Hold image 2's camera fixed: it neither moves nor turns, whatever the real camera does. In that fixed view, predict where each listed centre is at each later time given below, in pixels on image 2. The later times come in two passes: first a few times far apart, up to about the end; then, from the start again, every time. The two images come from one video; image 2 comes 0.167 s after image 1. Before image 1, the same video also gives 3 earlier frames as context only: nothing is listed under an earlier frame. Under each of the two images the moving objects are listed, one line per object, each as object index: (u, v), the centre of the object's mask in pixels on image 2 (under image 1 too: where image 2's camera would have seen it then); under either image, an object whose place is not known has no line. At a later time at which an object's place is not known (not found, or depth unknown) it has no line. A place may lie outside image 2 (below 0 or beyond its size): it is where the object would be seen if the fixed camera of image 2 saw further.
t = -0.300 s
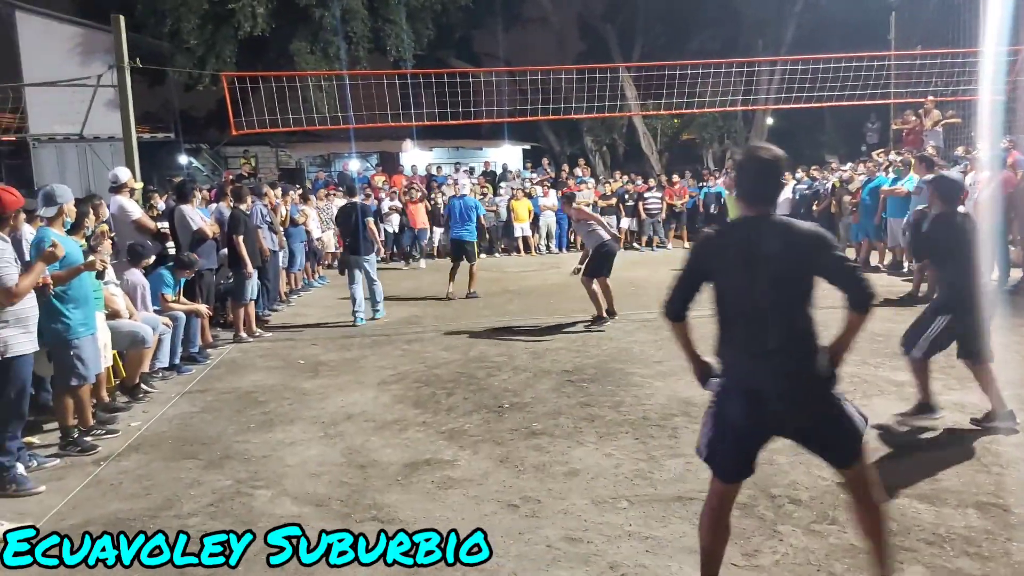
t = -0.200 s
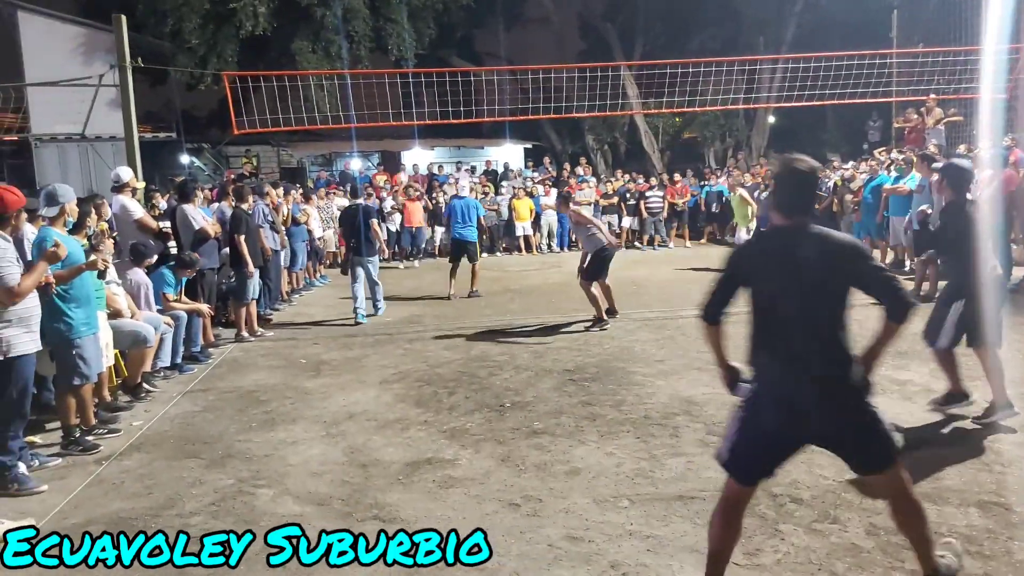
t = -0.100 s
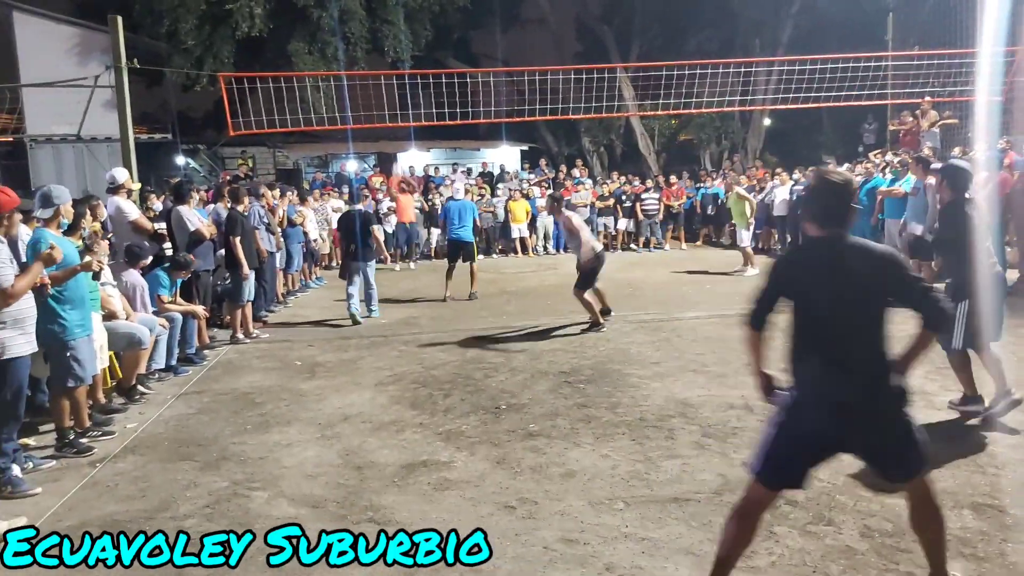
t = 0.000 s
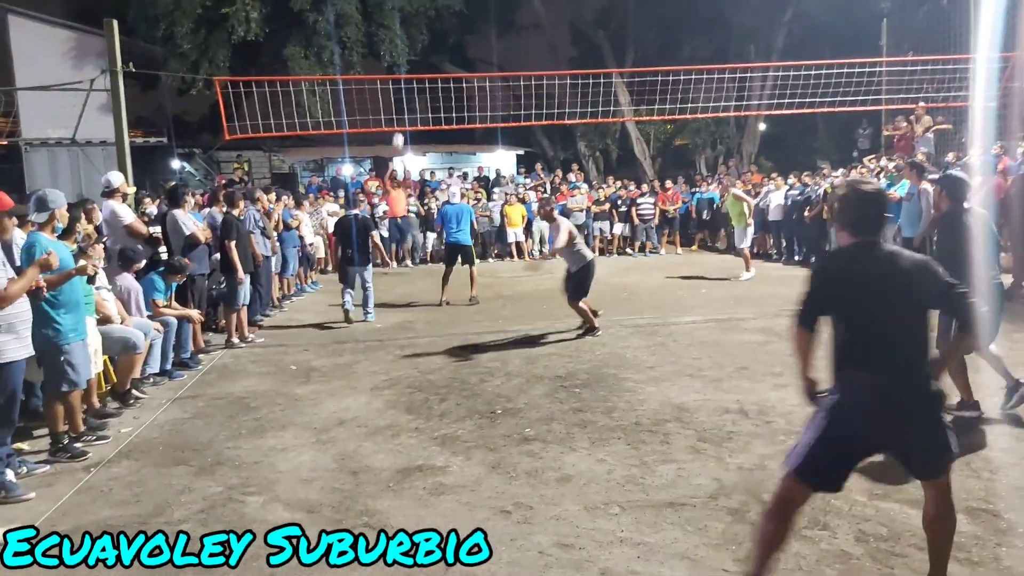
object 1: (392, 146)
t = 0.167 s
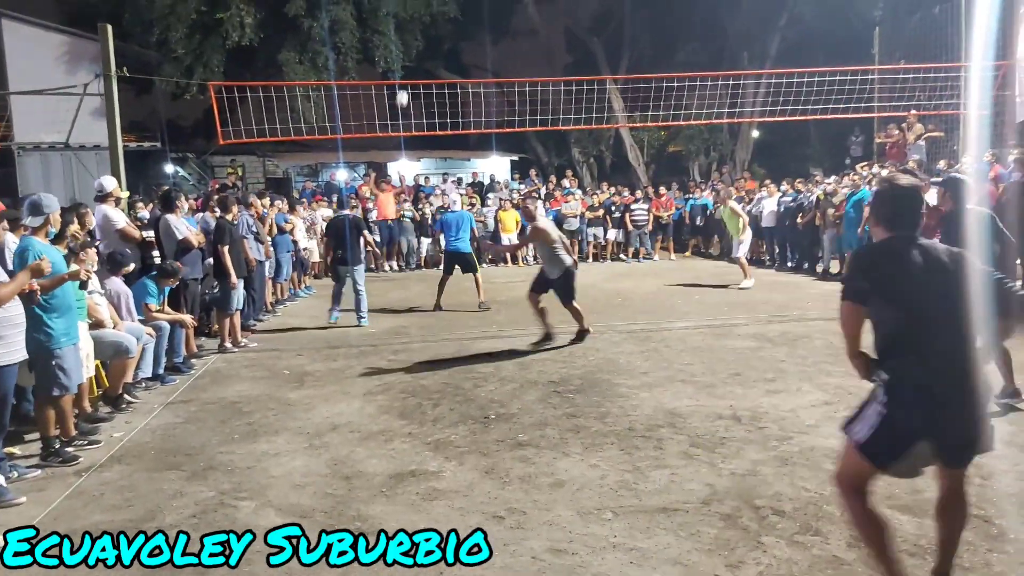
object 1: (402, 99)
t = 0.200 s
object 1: (404, 91)
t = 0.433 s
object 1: (420, 48)
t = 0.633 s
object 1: (437, 35)
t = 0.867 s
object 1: (463, 57)
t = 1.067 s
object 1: (484, 105)
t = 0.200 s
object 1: (404, 91)
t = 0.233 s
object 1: (407, 83)
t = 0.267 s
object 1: (408, 75)
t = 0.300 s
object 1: (411, 69)
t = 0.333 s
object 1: (413, 63)
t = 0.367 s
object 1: (415, 57)
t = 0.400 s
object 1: (418, 52)
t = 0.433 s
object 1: (420, 48)
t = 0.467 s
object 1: (423, 44)
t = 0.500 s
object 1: (426, 41)
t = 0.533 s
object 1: (428, 39)
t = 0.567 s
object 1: (431, 37)
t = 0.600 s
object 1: (434, 36)
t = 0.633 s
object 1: (437, 35)
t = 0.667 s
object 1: (443, 36)
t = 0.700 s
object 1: (446, 38)
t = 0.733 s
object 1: (449, 40)
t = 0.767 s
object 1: (452, 43)
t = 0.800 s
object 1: (456, 47)
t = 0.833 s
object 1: (459, 51)
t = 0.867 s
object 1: (463, 57)
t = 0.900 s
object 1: (466, 62)
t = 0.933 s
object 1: (469, 69)
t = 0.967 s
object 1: (473, 74)
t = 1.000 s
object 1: (477, 84)
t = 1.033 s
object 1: (481, 95)
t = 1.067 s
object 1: (484, 105)
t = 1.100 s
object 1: (489, 116)
